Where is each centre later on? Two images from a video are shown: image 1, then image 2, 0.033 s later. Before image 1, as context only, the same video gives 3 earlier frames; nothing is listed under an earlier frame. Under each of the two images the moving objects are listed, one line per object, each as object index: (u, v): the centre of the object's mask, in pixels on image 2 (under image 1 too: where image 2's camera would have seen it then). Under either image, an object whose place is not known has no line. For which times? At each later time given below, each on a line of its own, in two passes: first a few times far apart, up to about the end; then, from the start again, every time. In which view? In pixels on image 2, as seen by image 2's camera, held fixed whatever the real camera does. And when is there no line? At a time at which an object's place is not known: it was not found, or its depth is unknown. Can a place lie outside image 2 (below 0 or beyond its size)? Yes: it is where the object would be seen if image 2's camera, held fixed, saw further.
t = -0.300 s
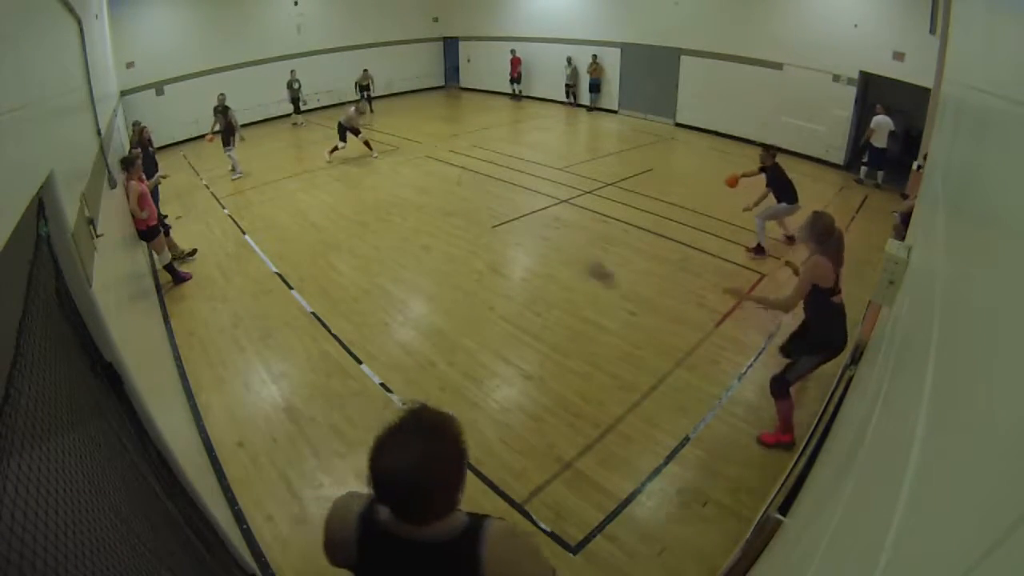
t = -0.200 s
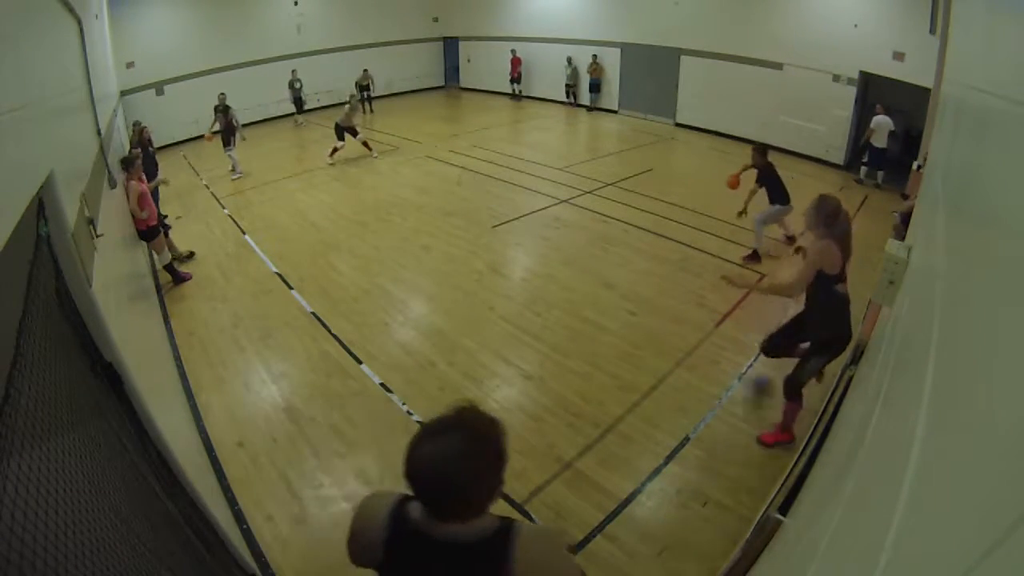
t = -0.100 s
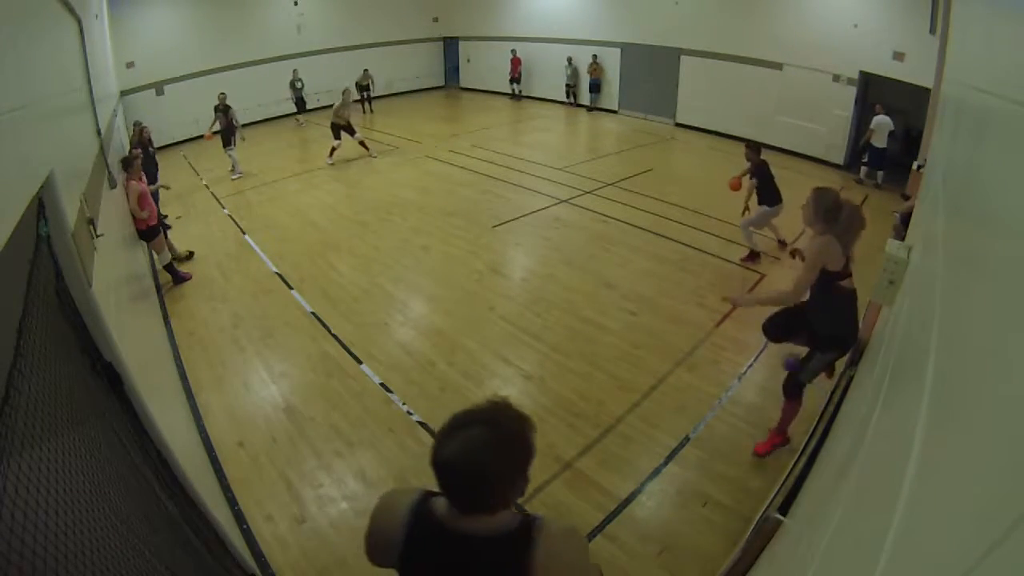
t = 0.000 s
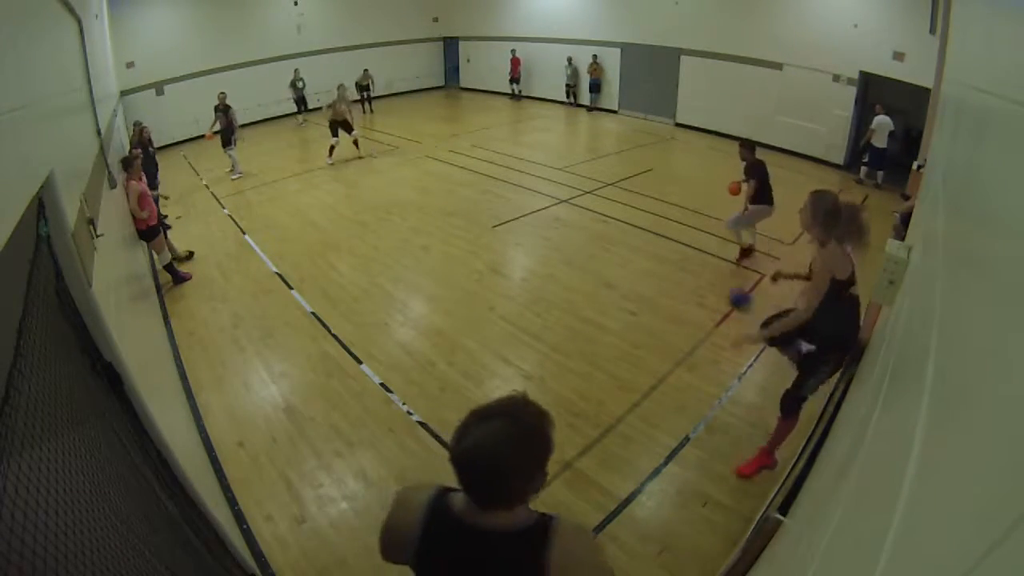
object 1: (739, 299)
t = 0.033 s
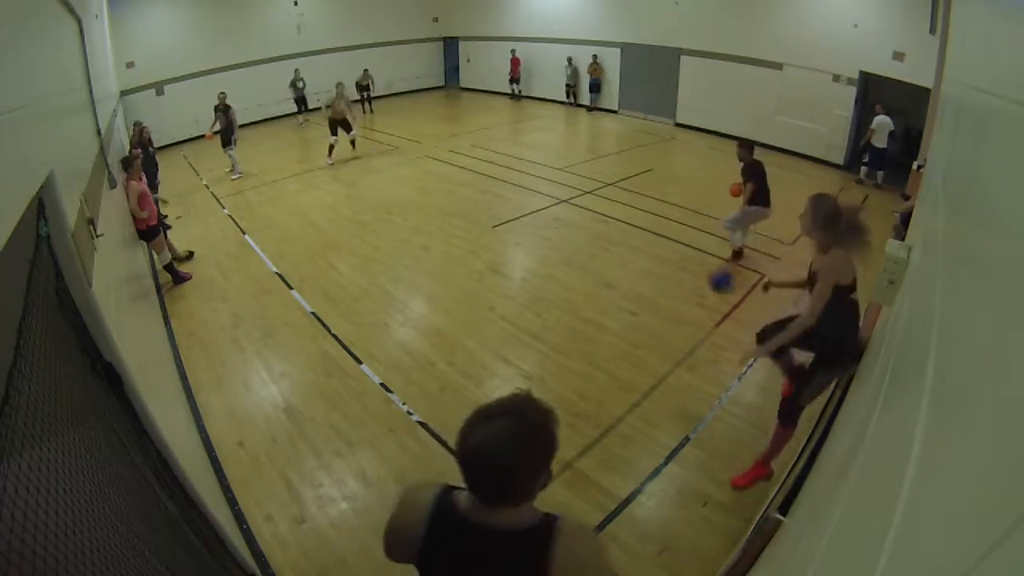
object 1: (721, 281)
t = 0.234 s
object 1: (611, 202)
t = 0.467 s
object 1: (509, 178)
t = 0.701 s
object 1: (442, 202)
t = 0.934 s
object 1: (406, 213)
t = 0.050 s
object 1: (712, 271)
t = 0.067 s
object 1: (702, 265)
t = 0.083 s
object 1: (692, 255)
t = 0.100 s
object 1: (683, 249)
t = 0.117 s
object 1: (674, 240)
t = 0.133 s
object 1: (664, 233)
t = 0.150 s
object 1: (655, 227)
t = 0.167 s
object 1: (646, 222)
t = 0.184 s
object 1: (637, 217)
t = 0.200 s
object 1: (628, 212)
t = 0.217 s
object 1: (619, 206)
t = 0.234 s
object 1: (611, 202)
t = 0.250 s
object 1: (603, 198)
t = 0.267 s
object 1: (594, 194)
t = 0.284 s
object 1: (586, 191)
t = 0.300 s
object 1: (578, 189)
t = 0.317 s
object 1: (571, 186)
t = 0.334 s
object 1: (563, 184)
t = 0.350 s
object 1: (555, 182)
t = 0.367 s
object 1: (549, 180)
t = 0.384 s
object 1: (541, 179)
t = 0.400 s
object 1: (534, 178)
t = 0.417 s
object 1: (528, 178)
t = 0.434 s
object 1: (522, 178)
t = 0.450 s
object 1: (515, 178)
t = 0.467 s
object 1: (509, 178)
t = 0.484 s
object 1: (503, 179)
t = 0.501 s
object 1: (497, 180)
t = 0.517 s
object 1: (492, 180)
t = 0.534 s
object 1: (487, 182)
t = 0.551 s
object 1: (482, 183)
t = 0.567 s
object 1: (477, 185)
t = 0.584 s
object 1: (472, 186)
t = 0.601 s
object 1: (467, 188)
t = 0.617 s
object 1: (462, 190)
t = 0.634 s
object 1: (458, 192)
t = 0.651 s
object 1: (453, 195)
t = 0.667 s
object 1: (449, 197)
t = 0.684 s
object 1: (445, 200)
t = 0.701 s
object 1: (442, 202)
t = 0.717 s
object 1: (438, 205)
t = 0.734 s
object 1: (434, 208)
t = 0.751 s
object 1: (430, 211)
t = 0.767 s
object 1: (427, 214)
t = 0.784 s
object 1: (423, 218)
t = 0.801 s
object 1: (420, 221)
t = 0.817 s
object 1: (417, 224)
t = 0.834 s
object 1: (414, 229)
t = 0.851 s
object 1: (412, 230)
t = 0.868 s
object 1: (411, 227)
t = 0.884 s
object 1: (410, 223)
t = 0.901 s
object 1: (408, 219)
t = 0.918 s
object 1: (407, 216)
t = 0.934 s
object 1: (406, 213)
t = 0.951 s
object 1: (405, 211)
